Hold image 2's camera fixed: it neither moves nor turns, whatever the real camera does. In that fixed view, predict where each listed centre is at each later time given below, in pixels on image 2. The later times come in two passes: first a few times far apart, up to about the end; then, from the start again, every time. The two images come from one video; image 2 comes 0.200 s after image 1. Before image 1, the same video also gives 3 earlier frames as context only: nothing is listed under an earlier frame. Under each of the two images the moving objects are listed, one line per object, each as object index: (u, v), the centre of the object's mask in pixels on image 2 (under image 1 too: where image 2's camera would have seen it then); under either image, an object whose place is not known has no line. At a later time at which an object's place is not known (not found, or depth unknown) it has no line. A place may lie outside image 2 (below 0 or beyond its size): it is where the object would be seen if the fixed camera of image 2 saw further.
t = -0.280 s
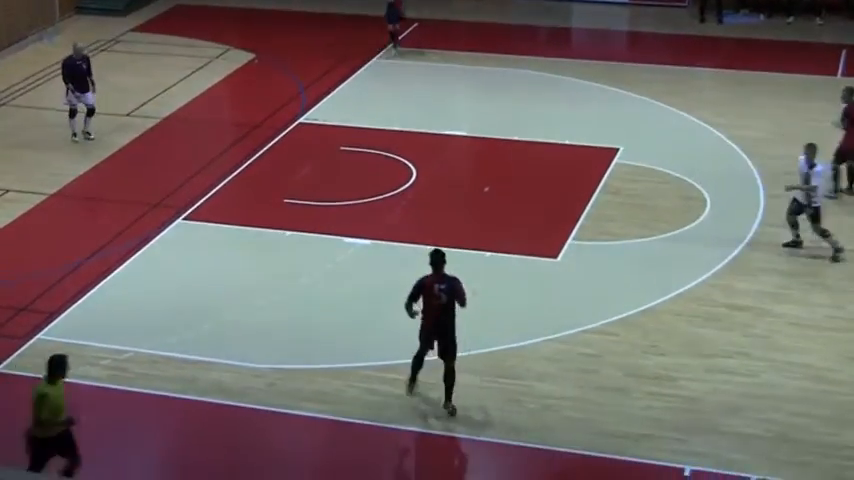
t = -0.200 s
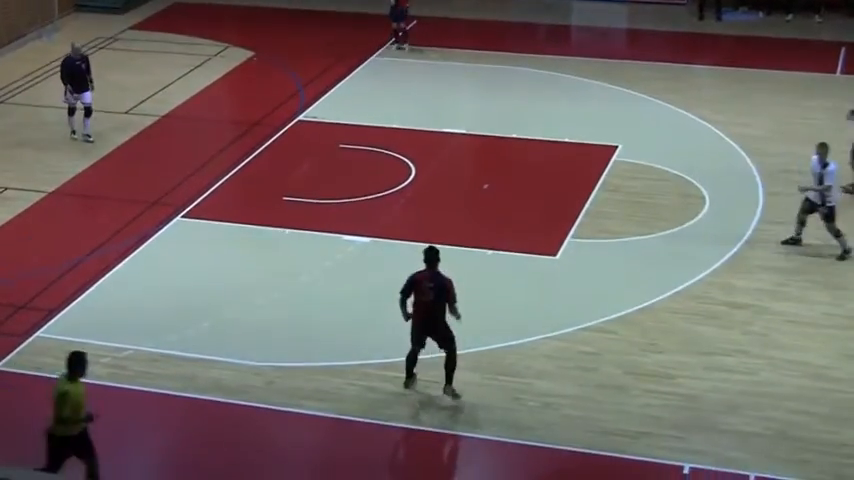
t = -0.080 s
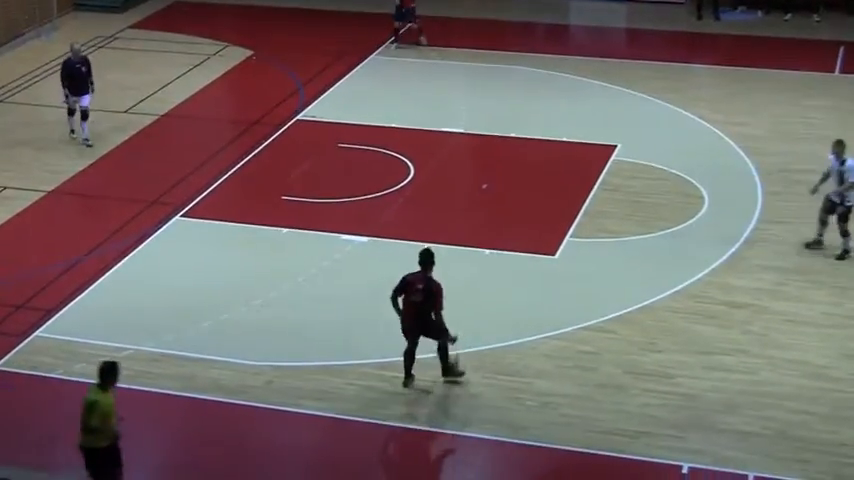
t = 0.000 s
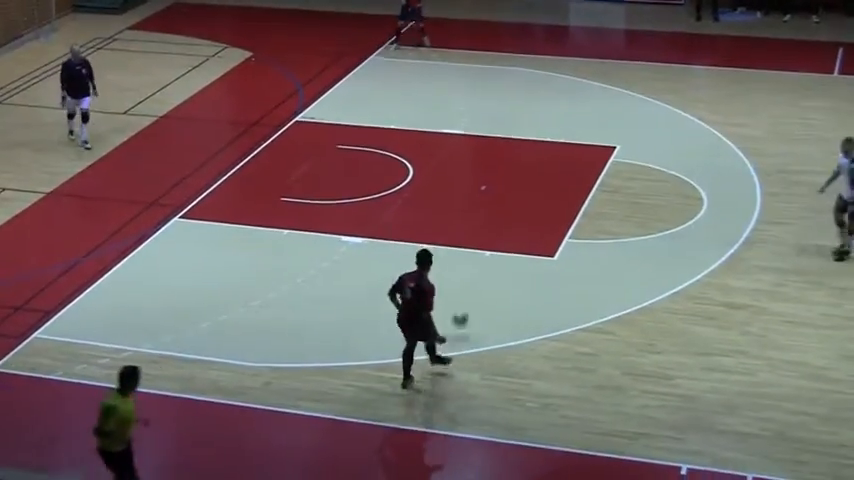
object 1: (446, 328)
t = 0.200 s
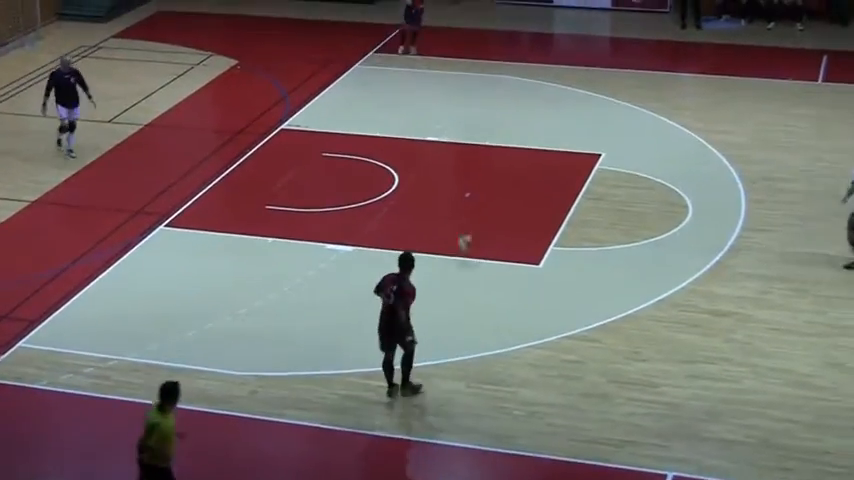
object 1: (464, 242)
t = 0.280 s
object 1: (472, 219)
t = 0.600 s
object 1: (495, 147)
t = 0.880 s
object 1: (508, 102)
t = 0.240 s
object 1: (469, 230)
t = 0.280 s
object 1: (472, 219)
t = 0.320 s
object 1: (474, 210)
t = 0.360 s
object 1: (478, 202)
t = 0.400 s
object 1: (481, 191)
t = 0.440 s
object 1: (484, 182)
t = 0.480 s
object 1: (487, 171)
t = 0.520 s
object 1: (489, 161)
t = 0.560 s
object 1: (492, 153)
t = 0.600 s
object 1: (495, 147)
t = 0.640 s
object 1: (497, 141)
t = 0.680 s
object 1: (498, 134)
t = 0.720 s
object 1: (501, 127)
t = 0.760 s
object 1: (503, 121)
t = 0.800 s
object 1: (504, 115)
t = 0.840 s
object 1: (506, 108)
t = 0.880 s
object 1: (508, 102)
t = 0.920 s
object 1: (509, 96)
